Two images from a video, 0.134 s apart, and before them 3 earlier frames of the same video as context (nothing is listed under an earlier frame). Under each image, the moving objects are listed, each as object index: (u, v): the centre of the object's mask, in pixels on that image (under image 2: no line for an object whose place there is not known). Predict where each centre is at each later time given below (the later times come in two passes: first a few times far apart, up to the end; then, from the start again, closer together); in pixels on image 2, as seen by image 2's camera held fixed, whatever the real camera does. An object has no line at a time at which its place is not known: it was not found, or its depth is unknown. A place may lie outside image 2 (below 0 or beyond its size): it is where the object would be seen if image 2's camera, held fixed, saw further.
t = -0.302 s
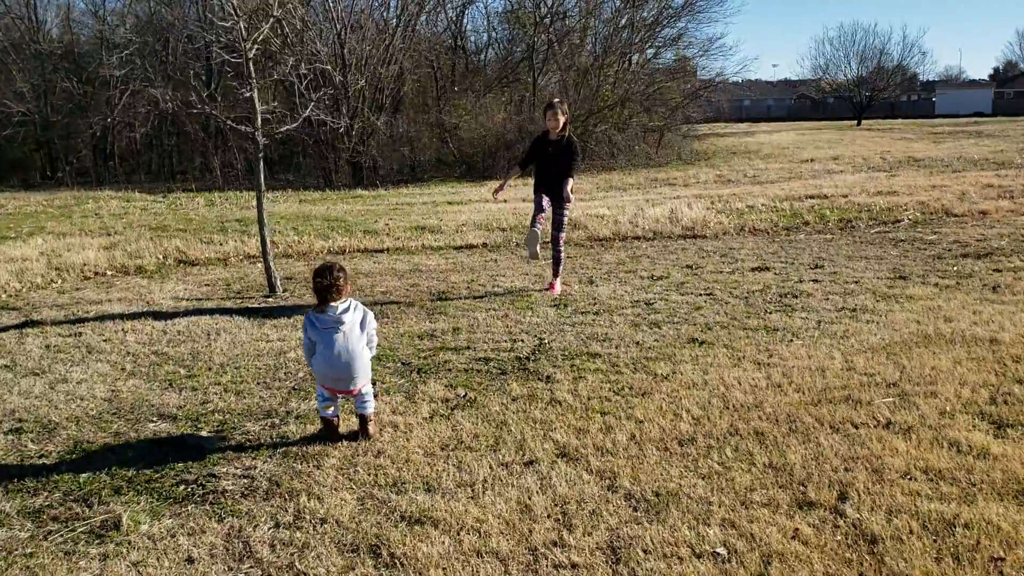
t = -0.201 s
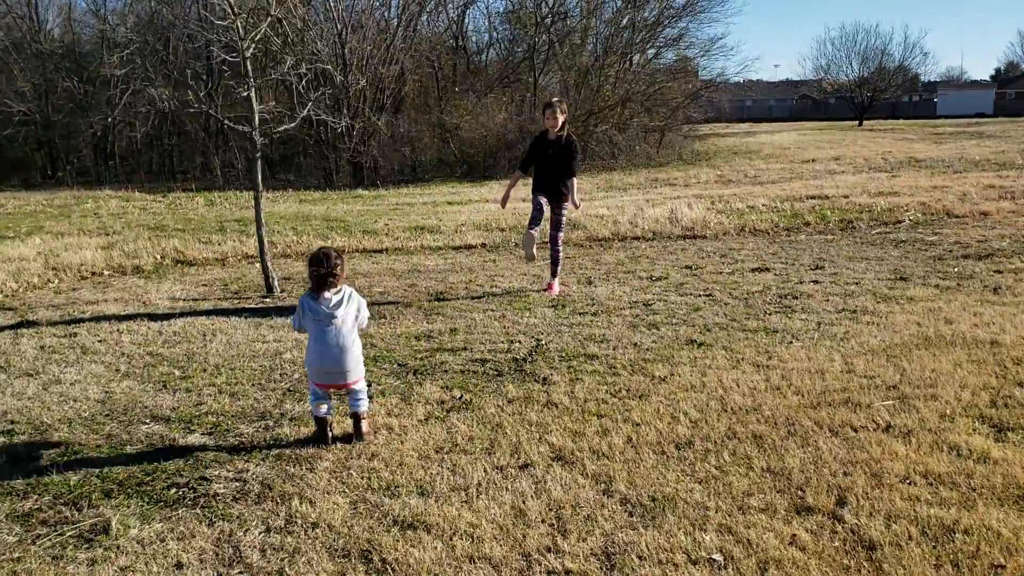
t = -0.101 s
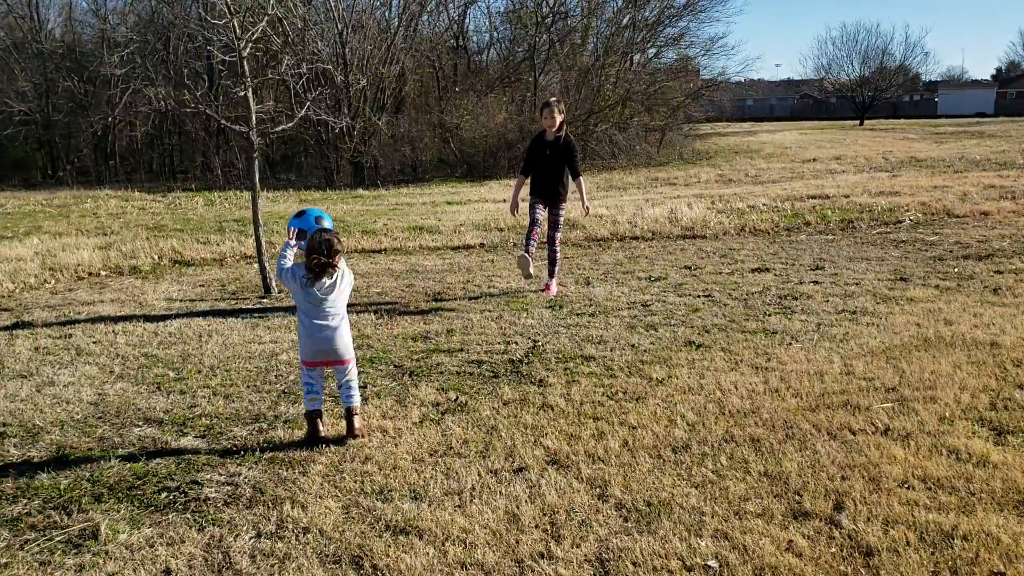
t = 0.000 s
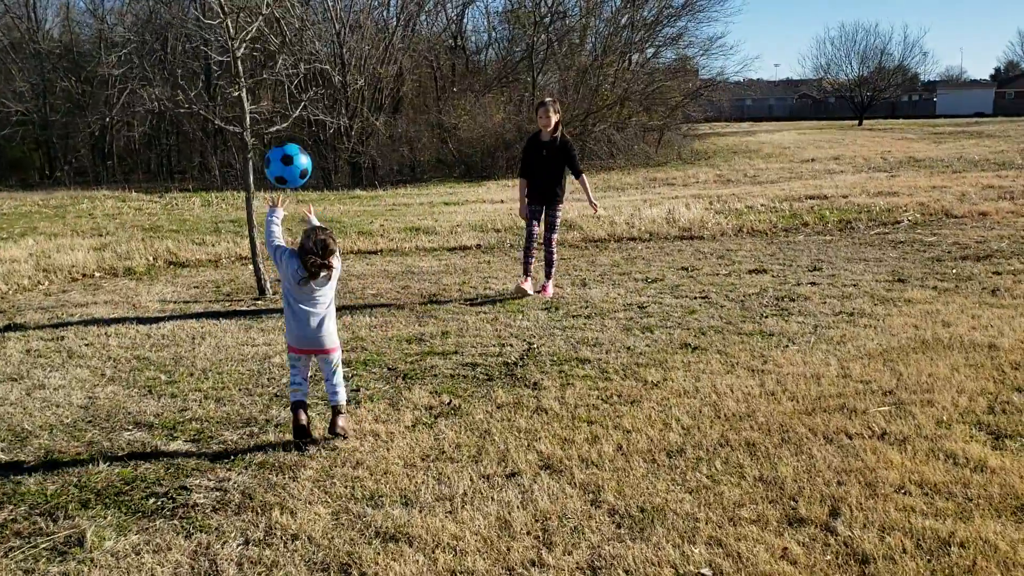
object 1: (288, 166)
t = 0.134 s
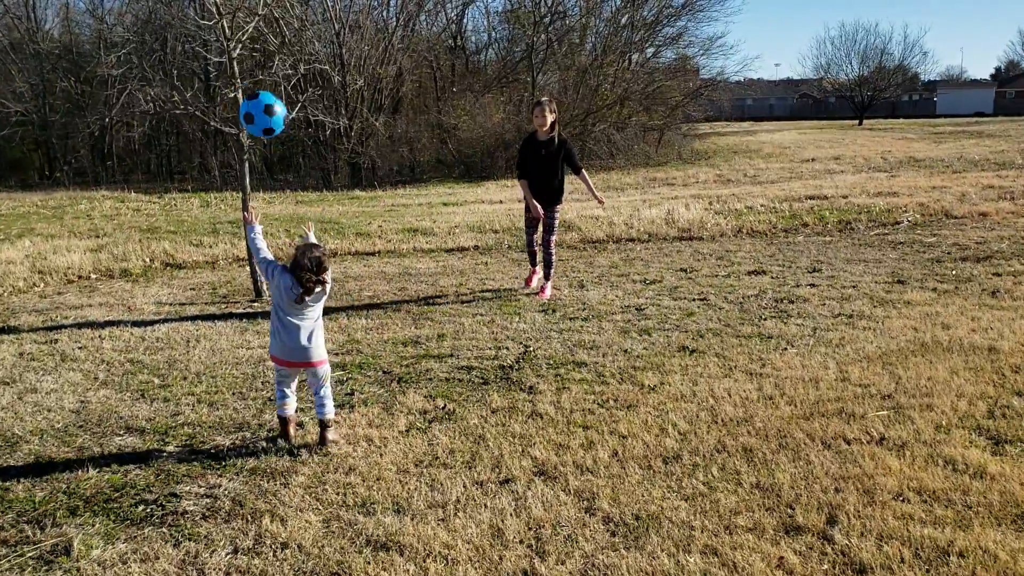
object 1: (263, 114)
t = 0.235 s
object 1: (249, 105)
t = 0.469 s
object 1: (221, 165)
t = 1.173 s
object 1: (121, 274)
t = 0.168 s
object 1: (258, 108)
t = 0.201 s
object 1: (253, 105)
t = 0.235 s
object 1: (249, 105)
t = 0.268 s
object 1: (245, 107)
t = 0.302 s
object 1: (241, 110)
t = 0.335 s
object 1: (237, 117)
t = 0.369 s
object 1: (234, 126)
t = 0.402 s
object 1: (229, 137)
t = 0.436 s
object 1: (225, 150)
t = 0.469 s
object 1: (221, 165)
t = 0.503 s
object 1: (216, 181)
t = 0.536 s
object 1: (213, 199)
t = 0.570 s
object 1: (209, 219)
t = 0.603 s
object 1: (204, 240)
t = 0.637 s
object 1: (200, 263)
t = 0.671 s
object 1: (197, 287)
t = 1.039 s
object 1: (139, 278)
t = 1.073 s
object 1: (134, 274)
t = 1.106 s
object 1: (129, 272)
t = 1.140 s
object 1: (125, 272)
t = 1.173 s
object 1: (121, 274)
